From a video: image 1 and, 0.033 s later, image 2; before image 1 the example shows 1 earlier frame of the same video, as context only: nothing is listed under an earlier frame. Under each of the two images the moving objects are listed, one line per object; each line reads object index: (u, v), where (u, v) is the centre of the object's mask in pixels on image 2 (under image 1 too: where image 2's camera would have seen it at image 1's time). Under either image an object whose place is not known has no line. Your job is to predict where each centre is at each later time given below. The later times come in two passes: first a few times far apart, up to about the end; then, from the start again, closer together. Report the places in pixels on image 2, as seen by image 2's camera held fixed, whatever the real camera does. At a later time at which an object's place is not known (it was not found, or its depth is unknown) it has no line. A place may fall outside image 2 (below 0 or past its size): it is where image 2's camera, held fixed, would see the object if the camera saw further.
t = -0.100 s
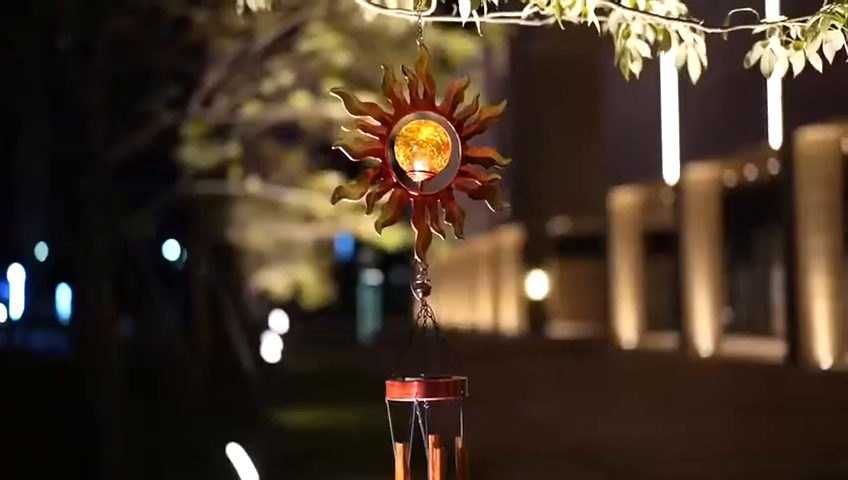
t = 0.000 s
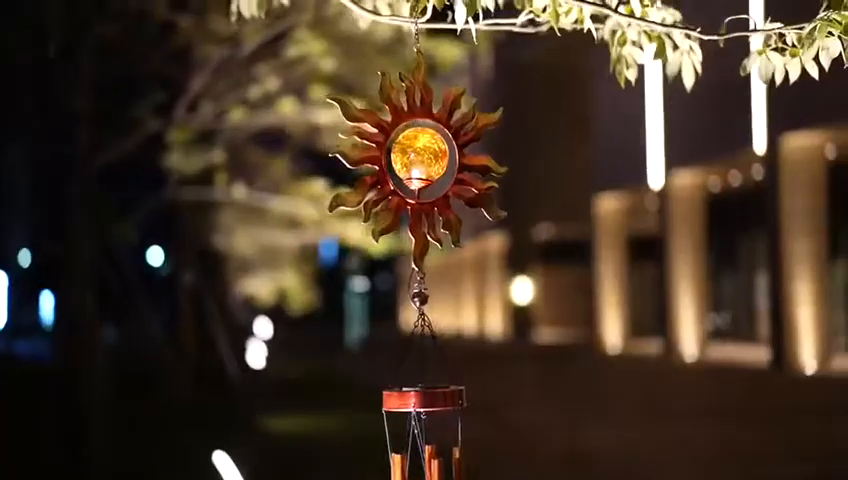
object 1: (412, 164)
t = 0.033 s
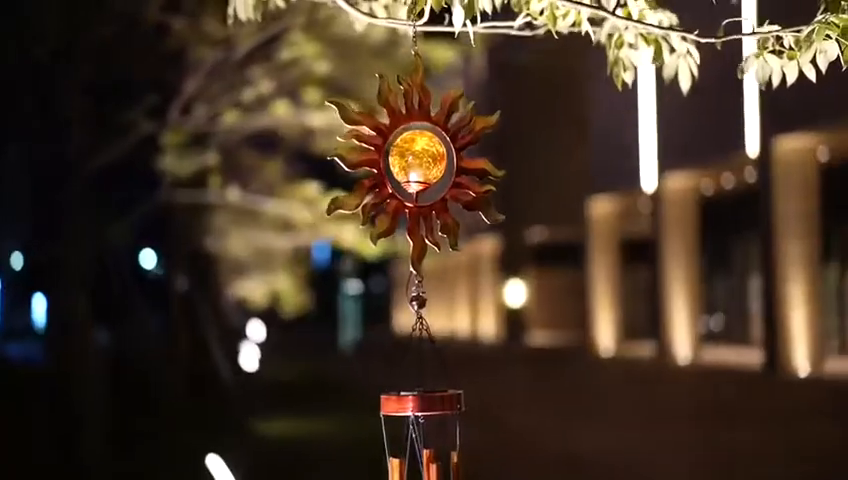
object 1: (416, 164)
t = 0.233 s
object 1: (434, 166)
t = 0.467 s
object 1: (452, 166)
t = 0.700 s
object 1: (465, 167)
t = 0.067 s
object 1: (419, 164)
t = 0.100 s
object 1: (421, 165)
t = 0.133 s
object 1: (424, 165)
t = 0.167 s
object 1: (427, 166)
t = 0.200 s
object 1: (429, 166)
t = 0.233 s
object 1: (434, 166)
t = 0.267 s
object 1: (436, 166)
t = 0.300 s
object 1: (439, 166)
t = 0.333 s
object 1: (441, 166)
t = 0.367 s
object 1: (445, 166)
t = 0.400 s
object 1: (447, 166)
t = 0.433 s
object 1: (450, 166)
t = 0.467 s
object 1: (452, 166)
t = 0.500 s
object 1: (454, 166)
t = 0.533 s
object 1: (455, 166)
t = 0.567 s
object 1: (457, 166)
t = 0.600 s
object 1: (458, 166)
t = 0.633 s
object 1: (461, 167)
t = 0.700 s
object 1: (465, 167)
